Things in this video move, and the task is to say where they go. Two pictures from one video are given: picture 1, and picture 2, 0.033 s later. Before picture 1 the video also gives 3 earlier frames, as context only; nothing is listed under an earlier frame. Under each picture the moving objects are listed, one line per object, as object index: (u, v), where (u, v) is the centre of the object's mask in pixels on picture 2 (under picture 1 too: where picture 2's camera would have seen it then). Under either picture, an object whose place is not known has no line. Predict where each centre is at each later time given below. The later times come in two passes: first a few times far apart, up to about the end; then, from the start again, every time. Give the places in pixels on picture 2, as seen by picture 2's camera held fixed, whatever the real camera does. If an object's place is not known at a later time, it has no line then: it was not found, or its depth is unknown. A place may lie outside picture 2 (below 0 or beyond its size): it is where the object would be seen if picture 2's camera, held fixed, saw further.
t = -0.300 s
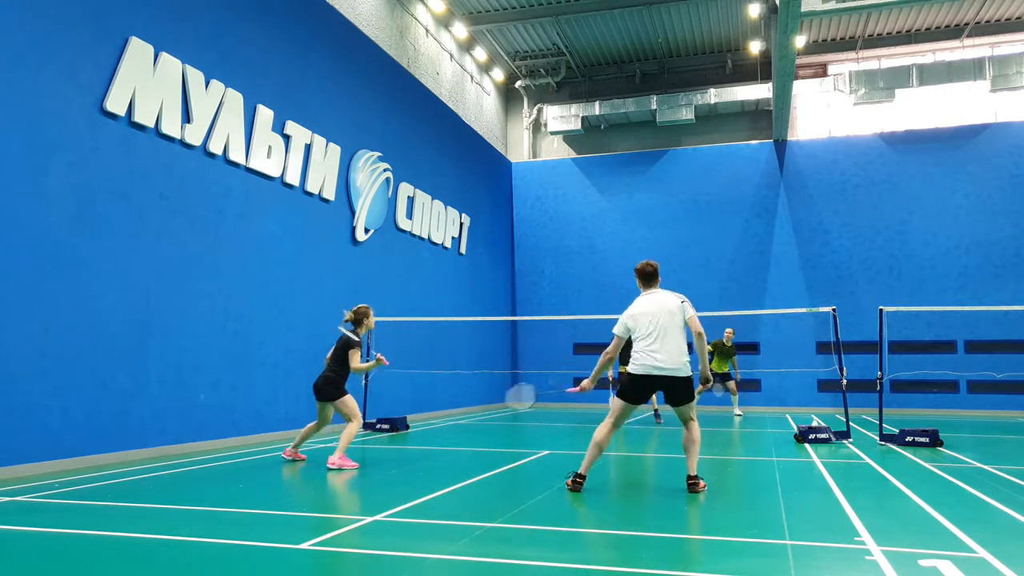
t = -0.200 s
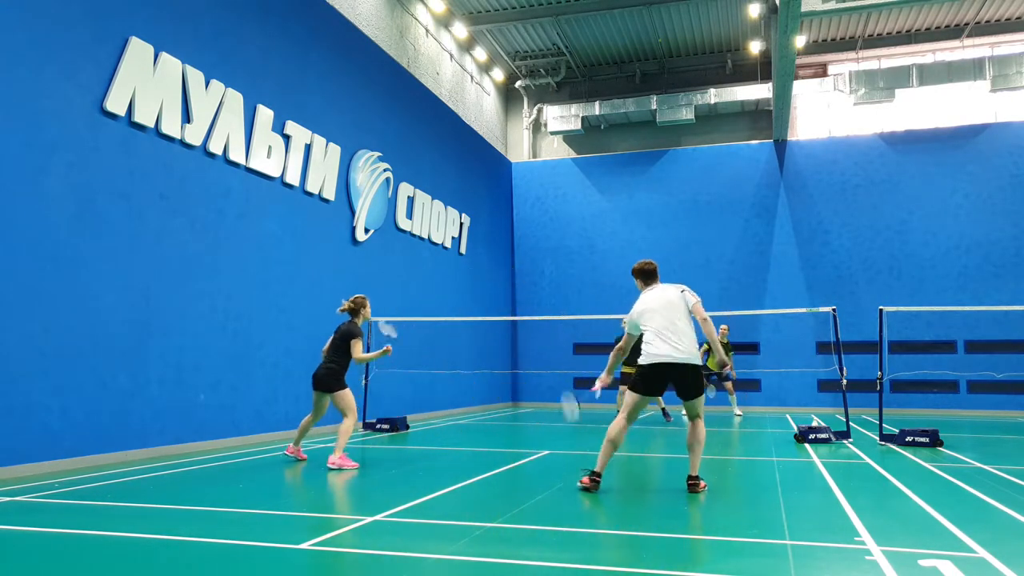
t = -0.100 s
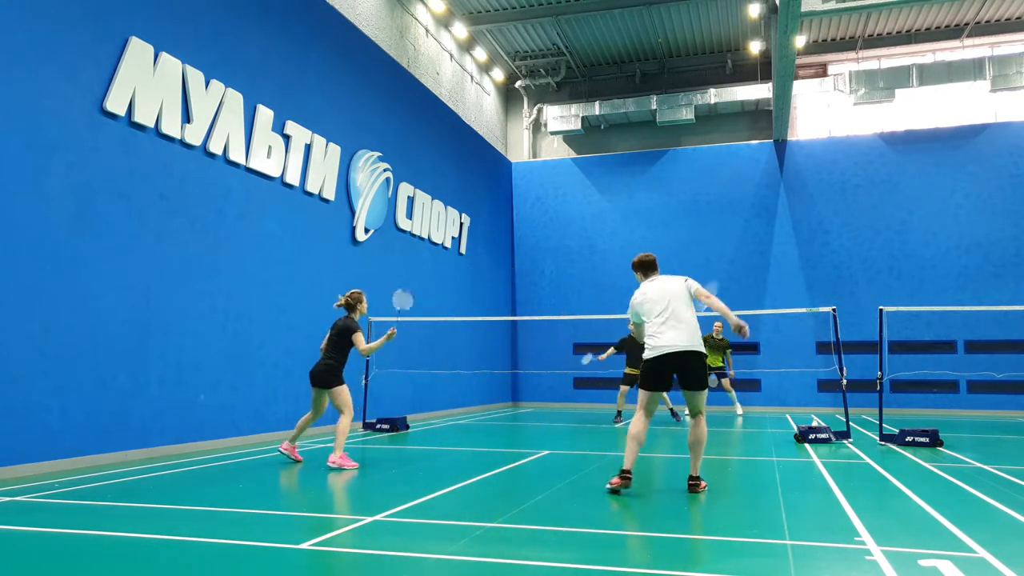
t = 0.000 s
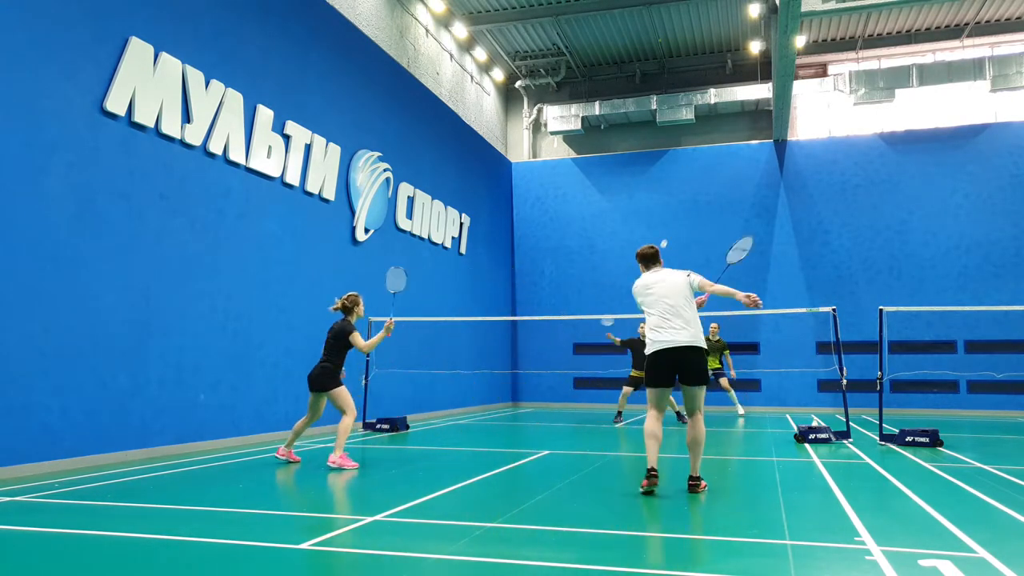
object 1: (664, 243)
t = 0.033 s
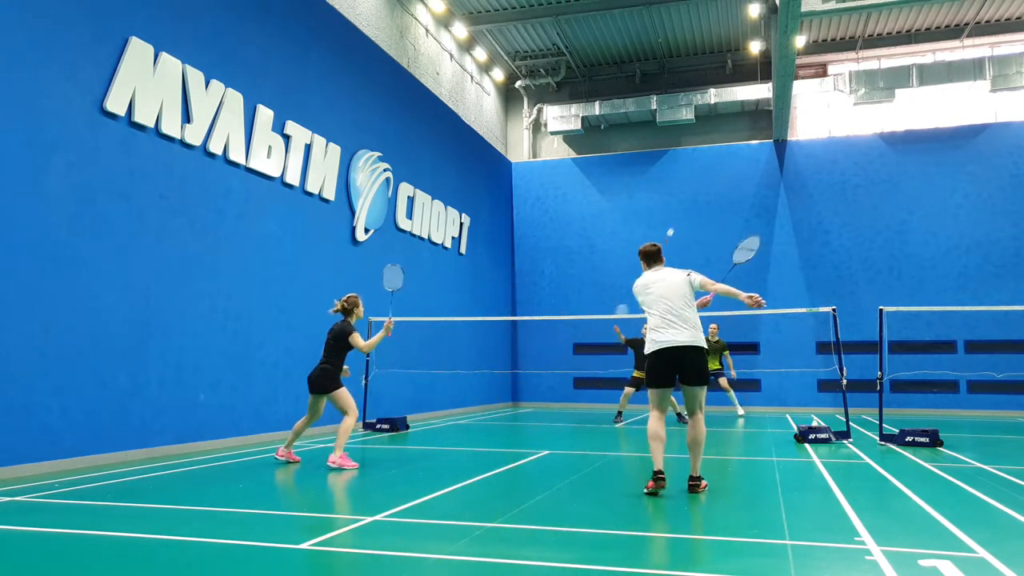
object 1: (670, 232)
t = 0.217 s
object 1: (692, 203)
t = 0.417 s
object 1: (706, 205)
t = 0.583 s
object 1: (714, 220)
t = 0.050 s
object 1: (673, 227)
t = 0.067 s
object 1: (675, 223)
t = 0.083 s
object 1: (678, 219)
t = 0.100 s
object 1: (680, 216)
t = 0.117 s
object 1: (682, 213)
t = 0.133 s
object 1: (684, 211)
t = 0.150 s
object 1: (686, 209)
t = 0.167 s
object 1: (688, 206)
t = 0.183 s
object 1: (689, 205)
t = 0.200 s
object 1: (691, 203)
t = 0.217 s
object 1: (692, 203)
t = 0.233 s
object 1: (694, 202)
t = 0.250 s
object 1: (695, 201)
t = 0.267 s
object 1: (697, 201)
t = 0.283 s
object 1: (698, 199)
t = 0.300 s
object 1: (699, 201)
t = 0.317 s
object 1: (700, 201)
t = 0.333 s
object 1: (701, 199)
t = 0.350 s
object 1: (702, 202)
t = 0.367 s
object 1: (703, 200)
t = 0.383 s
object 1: (704, 203)
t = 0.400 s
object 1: (705, 204)
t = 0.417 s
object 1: (706, 205)
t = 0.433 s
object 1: (707, 206)
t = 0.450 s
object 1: (708, 207)
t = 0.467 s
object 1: (709, 208)
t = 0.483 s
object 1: (709, 209)
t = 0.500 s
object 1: (710, 211)
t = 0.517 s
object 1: (711, 213)
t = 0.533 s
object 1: (712, 214)
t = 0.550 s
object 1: (713, 216)
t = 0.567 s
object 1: (714, 217)
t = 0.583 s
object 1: (714, 220)
